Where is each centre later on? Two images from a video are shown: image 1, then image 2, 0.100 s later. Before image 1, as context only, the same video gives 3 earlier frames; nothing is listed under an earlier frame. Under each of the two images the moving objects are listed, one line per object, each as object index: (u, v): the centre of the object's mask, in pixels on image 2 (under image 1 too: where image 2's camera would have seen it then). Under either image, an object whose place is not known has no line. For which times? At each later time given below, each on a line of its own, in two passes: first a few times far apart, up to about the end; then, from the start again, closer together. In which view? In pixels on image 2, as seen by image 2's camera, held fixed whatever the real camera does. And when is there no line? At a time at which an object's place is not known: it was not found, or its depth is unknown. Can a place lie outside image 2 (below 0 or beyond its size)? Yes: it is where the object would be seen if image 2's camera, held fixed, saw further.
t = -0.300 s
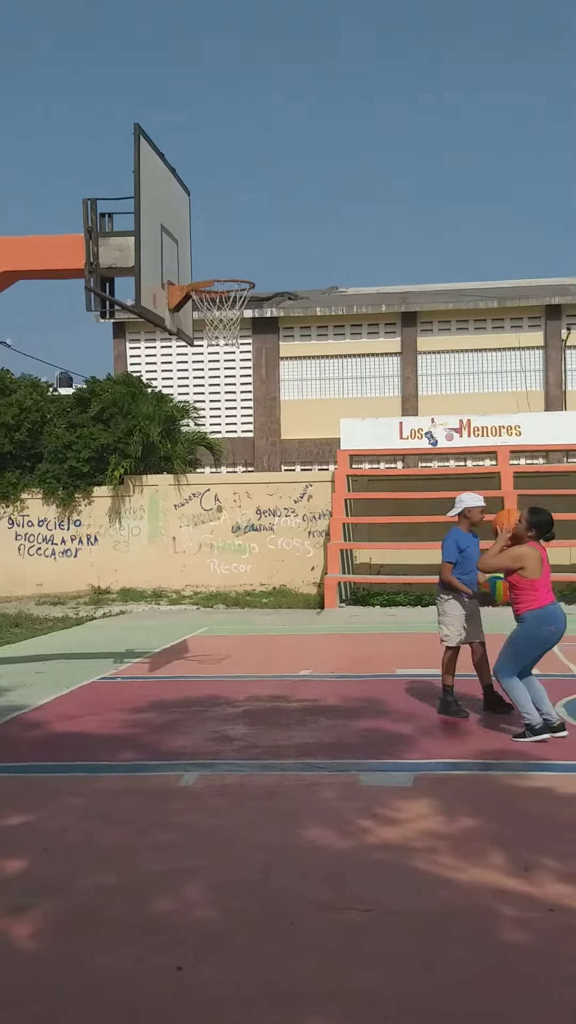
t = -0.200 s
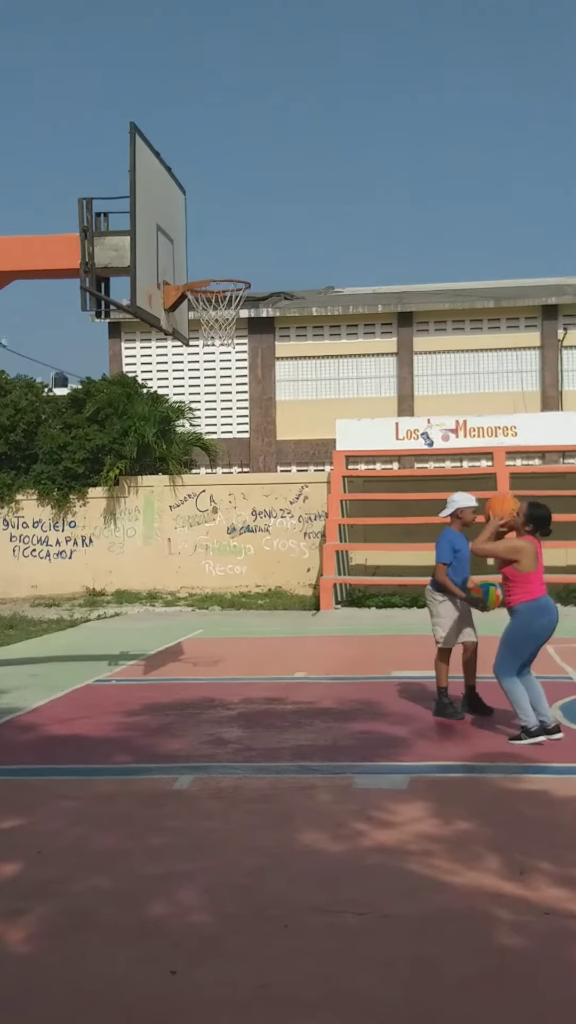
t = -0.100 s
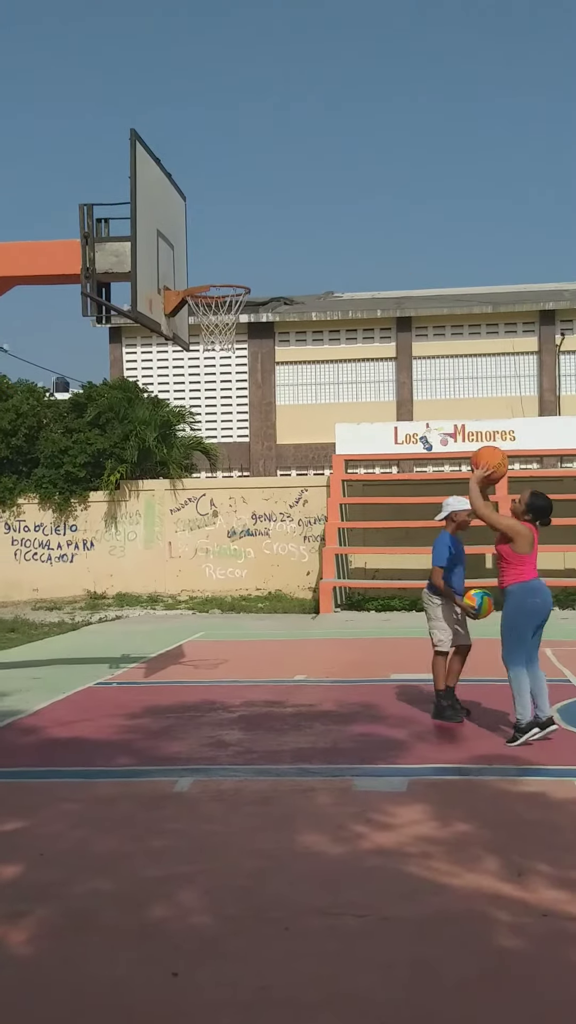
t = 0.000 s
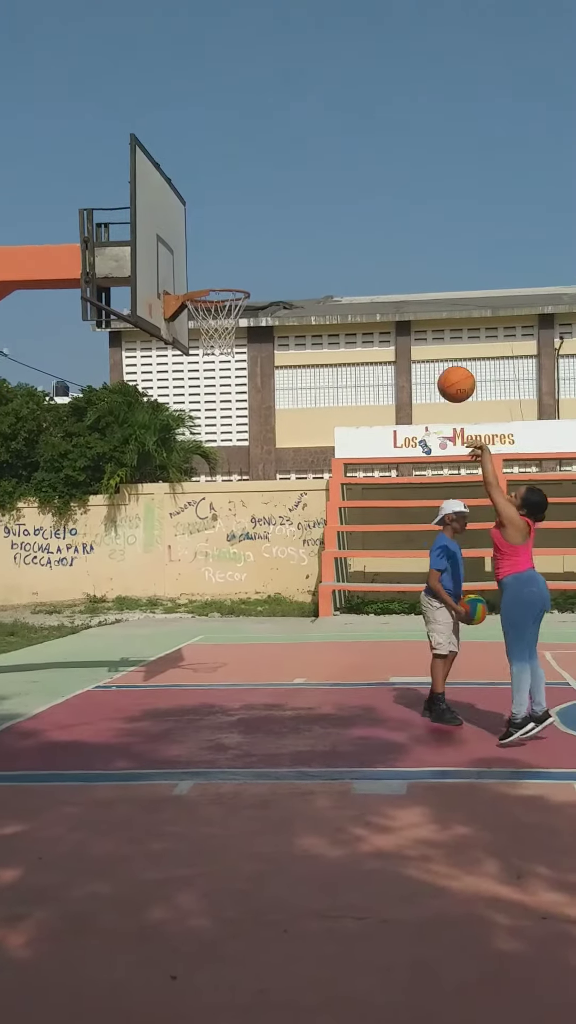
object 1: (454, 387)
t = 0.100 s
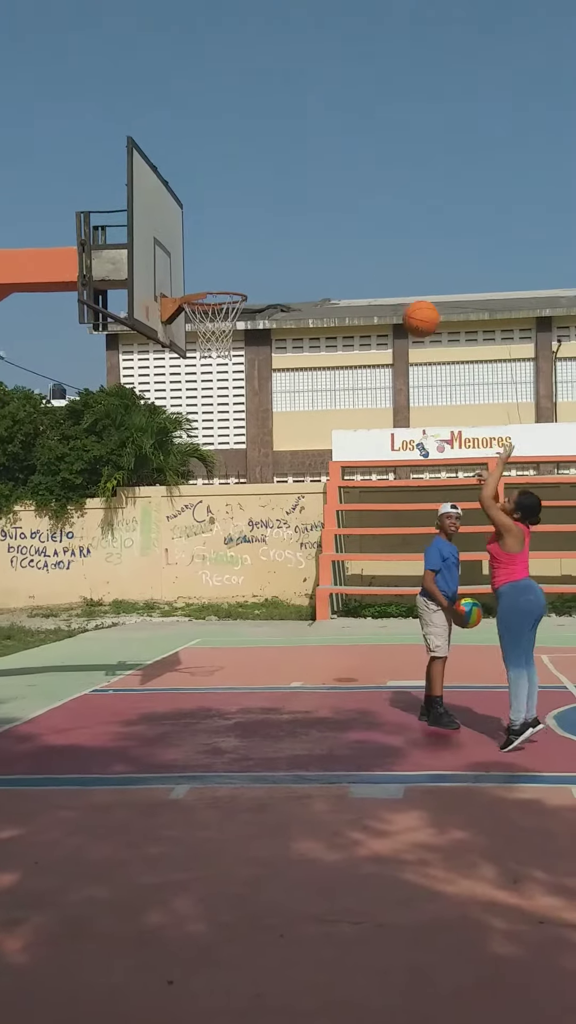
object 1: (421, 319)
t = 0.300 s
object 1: (360, 233)
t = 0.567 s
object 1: (286, 217)
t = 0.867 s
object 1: (223, 269)
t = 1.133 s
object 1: (198, 297)
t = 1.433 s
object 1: (232, 351)
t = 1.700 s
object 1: (240, 440)
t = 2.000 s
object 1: (258, 655)
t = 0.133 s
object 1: (411, 300)
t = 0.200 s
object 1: (390, 267)
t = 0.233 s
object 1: (380, 254)
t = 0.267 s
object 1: (370, 243)
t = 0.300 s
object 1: (360, 233)
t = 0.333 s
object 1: (350, 225)
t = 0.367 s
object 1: (340, 219)
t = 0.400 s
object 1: (331, 214)
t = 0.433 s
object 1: (322, 212)
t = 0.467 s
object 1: (313, 211)
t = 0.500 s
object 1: (303, 211)
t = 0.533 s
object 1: (295, 213)
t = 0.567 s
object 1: (286, 217)
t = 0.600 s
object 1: (277, 222)
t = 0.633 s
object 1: (269, 229)
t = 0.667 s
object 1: (260, 237)
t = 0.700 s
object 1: (252, 247)
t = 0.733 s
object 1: (243, 258)
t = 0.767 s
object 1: (235, 270)
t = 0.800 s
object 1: (230, 276)
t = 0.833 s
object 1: (226, 272)
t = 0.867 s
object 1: (223, 269)
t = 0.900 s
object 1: (219, 268)
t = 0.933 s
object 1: (215, 268)
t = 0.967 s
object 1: (212, 270)
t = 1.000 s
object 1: (209, 274)
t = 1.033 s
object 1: (205, 278)
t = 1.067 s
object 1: (201, 281)
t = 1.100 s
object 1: (198, 292)
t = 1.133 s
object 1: (198, 297)
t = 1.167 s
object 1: (204, 301)
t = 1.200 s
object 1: (209, 307)
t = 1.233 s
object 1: (213, 312)
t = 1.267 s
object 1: (218, 319)
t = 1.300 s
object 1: (224, 328)
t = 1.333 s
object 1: (227, 336)
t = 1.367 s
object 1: (230, 340)
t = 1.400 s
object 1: (232, 344)
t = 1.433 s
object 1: (232, 351)
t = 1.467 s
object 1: (233, 355)
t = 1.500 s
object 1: (235, 363)
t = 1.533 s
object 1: (236, 372)
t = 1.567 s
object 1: (236, 382)
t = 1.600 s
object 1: (238, 394)
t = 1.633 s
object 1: (239, 409)
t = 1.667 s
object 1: (239, 424)
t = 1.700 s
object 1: (240, 440)
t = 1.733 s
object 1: (242, 459)
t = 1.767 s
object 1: (244, 478)
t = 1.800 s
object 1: (246, 499)
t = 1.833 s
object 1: (248, 522)
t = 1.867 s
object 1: (249, 546)
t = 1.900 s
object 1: (251, 571)
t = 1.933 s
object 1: (252, 597)
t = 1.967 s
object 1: (255, 626)
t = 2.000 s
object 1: (258, 655)
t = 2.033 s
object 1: (260, 686)
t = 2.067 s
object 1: (260, 702)
